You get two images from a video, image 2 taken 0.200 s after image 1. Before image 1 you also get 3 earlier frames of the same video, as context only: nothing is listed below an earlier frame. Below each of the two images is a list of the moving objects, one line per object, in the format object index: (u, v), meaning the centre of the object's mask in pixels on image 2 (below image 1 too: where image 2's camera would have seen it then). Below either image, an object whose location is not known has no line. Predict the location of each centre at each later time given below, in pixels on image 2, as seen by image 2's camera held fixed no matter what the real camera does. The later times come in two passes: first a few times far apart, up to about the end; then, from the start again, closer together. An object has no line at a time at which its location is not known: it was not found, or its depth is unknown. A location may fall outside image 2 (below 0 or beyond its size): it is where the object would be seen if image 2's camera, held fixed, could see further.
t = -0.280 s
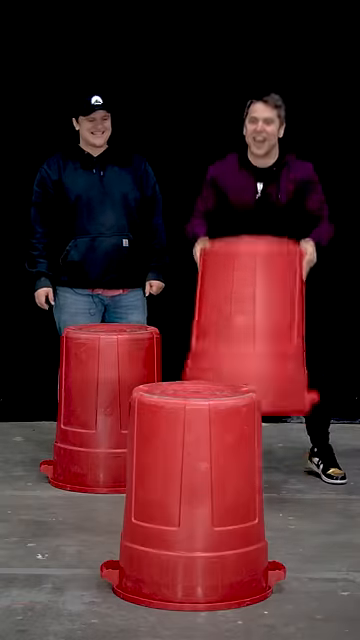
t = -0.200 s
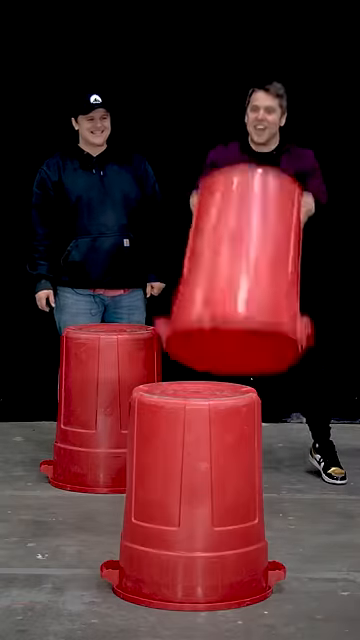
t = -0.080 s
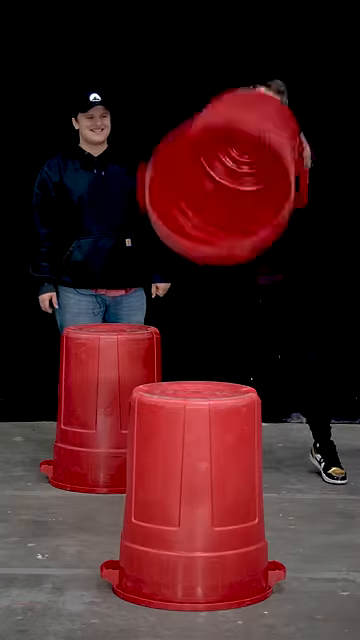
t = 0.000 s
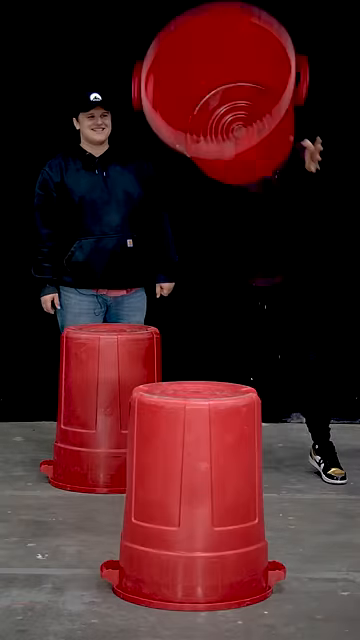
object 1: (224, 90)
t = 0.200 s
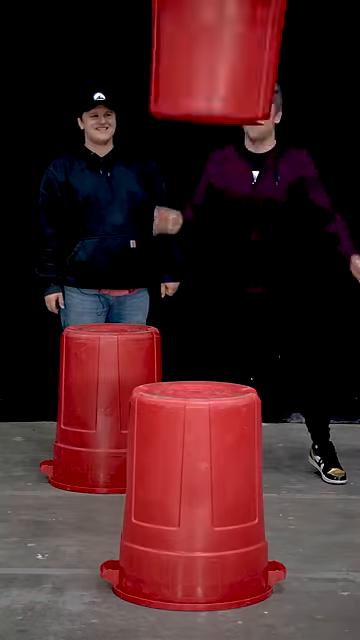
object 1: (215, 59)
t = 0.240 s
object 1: (211, 61)
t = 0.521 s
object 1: (199, 113)
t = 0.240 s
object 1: (211, 61)
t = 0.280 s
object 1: (207, 60)
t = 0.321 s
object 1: (203, 59)
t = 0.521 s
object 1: (199, 113)
